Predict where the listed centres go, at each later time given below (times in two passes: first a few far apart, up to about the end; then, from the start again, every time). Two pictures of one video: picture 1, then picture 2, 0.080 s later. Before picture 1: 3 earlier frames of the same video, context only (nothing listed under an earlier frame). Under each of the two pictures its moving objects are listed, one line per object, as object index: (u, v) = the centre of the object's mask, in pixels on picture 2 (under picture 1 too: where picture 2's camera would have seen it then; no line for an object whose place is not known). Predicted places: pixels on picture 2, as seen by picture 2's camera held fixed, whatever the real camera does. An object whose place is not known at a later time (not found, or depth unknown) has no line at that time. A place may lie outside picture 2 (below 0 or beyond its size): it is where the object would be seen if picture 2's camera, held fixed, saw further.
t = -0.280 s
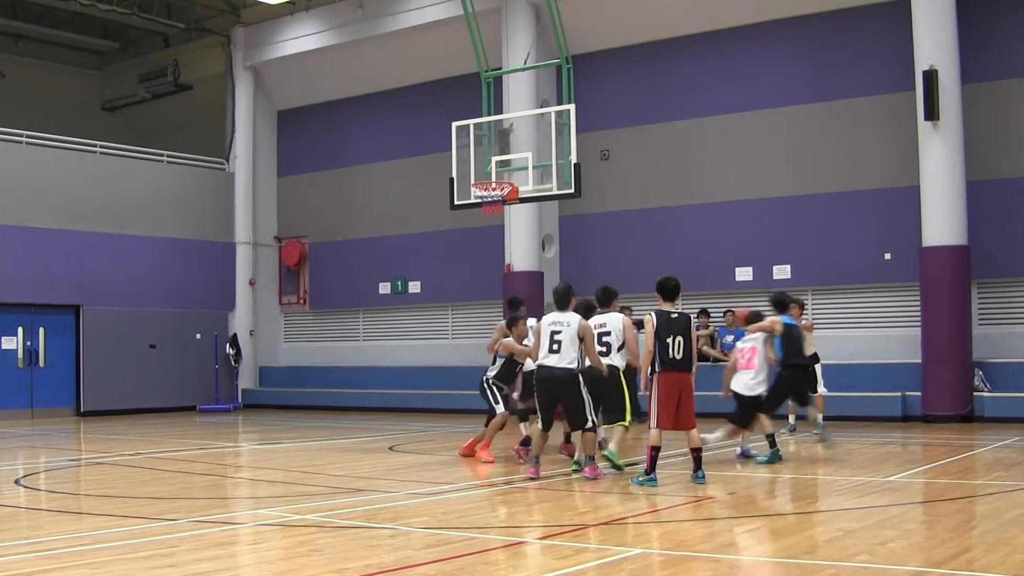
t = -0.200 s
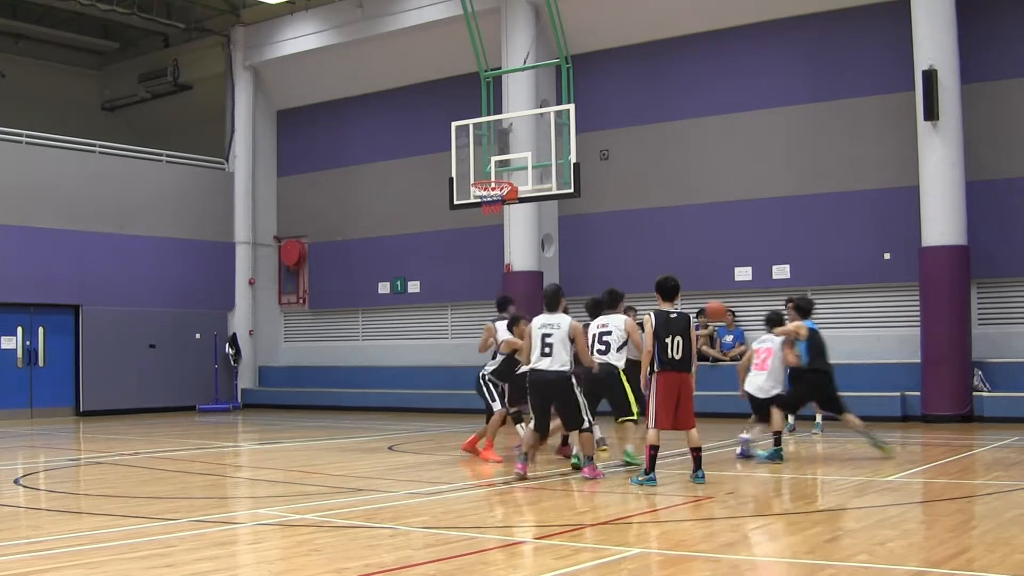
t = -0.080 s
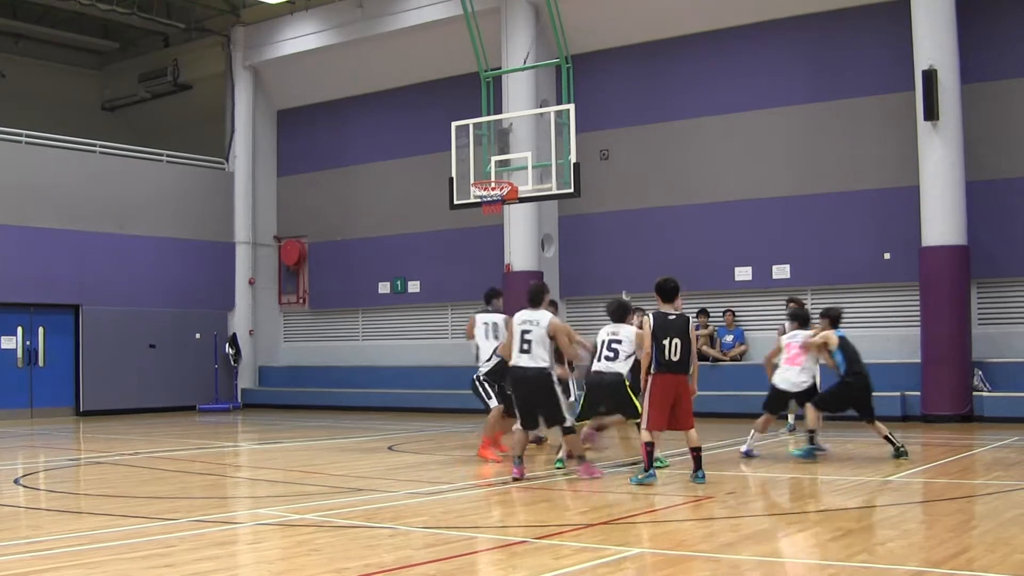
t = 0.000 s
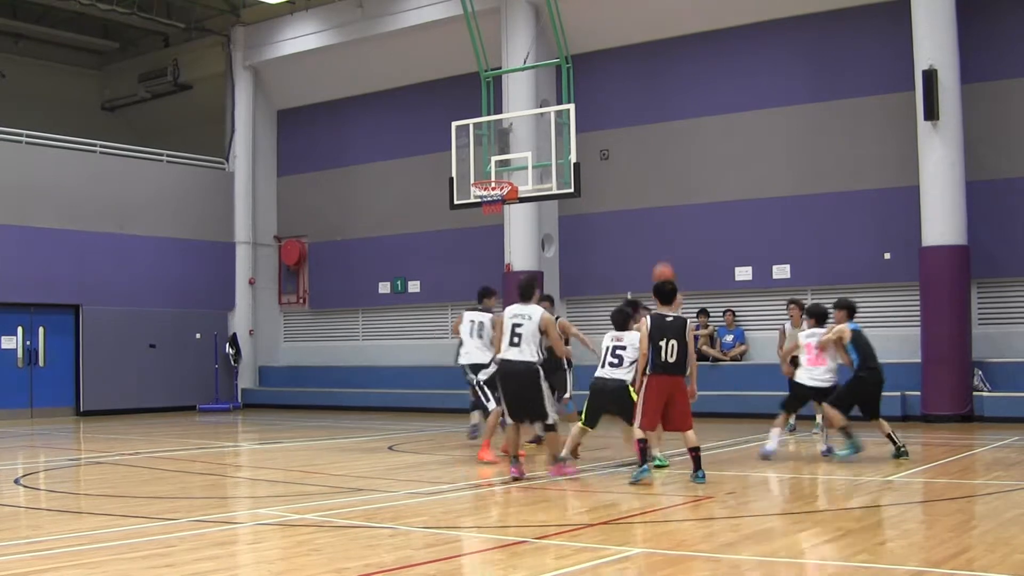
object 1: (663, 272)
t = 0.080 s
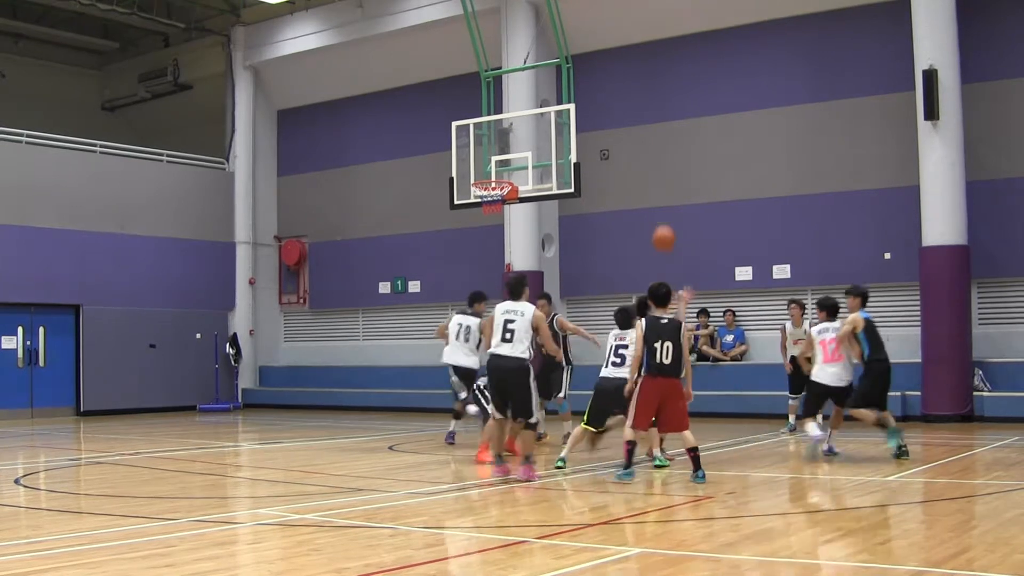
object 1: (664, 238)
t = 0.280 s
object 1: (665, 170)
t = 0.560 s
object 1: (666, 137)
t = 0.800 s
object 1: (670, 171)
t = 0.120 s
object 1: (664, 222)
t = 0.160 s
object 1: (664, 207)
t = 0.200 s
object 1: (664, 193)
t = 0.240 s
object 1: (664, 181)
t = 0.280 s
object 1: (665, 170)
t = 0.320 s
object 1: (665, 161)
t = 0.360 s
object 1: (665, 153)
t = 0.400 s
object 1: (665, 147)
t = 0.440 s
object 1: (665, 142)
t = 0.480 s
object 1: (666, 139)
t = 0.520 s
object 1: (666, 137)
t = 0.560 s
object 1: (666, 137)
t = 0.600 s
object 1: (667, 138)
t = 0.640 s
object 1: (667, 141)
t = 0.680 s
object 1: (668, 146)
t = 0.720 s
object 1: (669, 153)
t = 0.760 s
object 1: (669, 161)
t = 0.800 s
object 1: (670, 171)
